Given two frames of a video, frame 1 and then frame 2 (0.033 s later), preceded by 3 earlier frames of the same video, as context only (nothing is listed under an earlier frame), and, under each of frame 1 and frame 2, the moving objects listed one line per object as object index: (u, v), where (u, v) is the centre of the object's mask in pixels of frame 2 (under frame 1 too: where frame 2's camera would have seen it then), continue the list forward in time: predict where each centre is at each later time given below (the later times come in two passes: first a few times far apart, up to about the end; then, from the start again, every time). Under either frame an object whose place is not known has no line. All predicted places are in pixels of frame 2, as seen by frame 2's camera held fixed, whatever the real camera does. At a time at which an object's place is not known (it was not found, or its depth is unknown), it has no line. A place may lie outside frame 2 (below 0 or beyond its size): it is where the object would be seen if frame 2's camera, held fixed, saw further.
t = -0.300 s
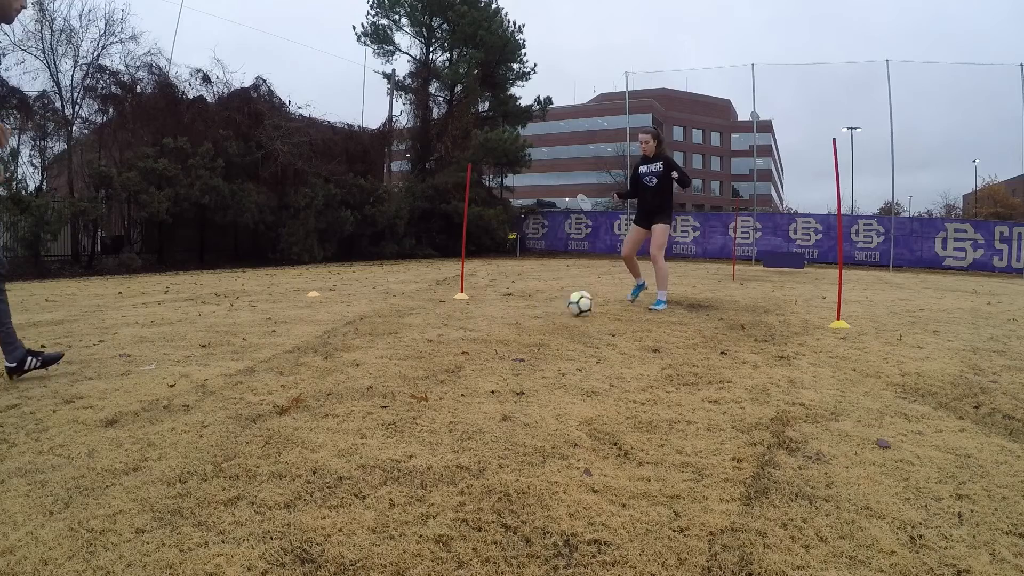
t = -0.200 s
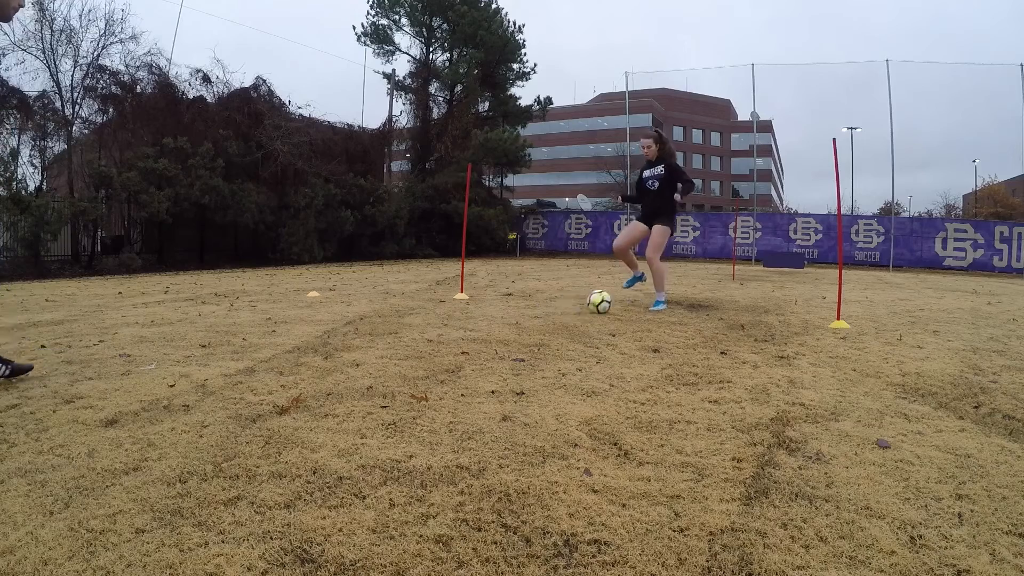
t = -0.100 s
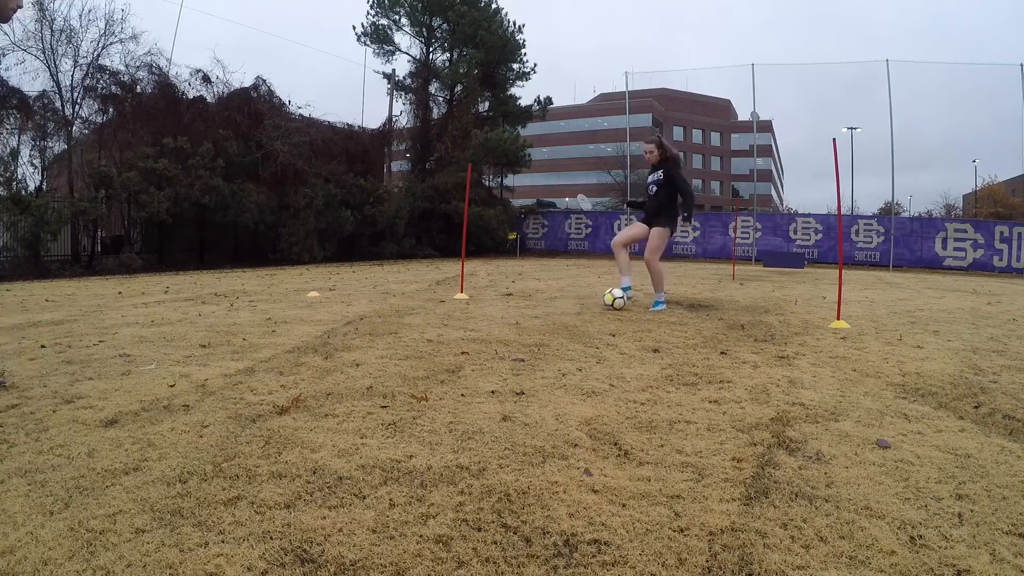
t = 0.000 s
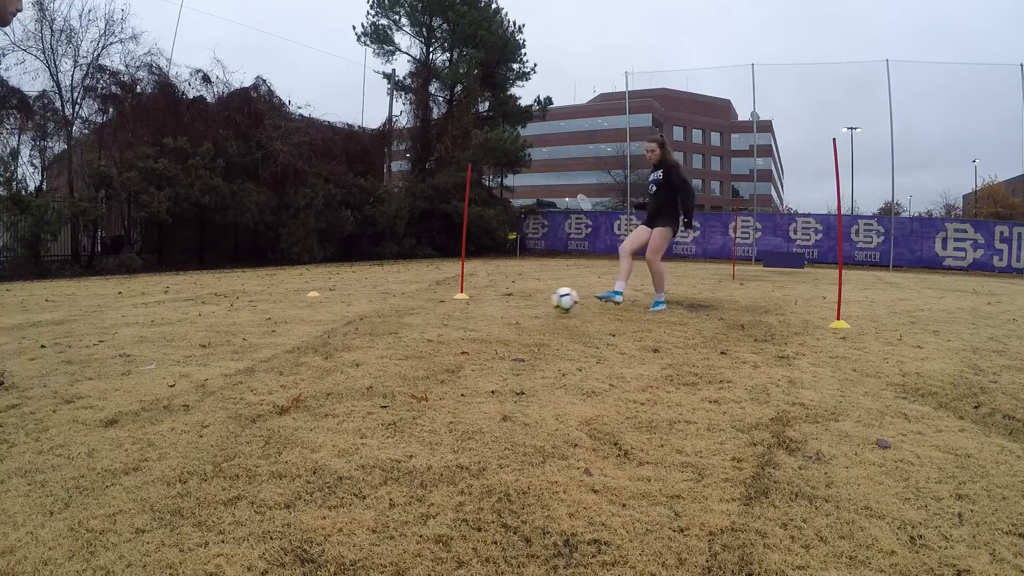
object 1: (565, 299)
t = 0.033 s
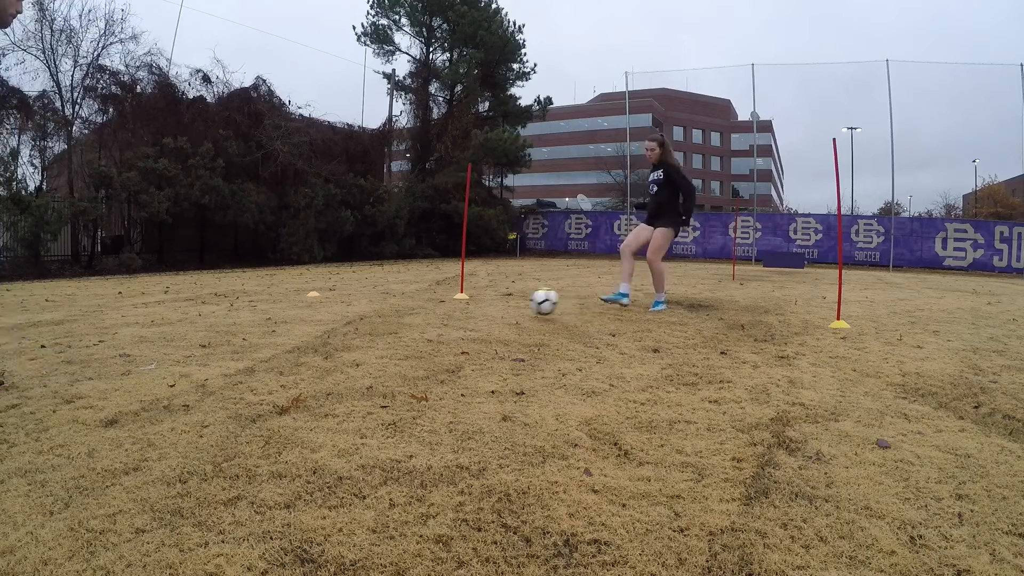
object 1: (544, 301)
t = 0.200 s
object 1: (412, 322)
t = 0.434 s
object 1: (190, 337)
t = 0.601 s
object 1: (28, 357)
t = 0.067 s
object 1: (521, 304)
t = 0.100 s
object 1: (496, 309)
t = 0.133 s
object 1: (469, 316)
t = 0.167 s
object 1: (441, 321)
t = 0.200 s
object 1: (412, 322)
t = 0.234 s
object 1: (382, 325)
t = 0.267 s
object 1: (352, 327)
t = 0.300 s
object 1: (319, 332)
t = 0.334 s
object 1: (285, 339)
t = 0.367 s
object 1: (252, 339)
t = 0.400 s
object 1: (221, 337)
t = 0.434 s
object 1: (190, 337)
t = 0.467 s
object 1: (158, 340)
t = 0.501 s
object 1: (123, 346)
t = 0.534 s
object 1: (91, 352)
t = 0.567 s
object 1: (58, 357)
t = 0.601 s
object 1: (28, 357)
